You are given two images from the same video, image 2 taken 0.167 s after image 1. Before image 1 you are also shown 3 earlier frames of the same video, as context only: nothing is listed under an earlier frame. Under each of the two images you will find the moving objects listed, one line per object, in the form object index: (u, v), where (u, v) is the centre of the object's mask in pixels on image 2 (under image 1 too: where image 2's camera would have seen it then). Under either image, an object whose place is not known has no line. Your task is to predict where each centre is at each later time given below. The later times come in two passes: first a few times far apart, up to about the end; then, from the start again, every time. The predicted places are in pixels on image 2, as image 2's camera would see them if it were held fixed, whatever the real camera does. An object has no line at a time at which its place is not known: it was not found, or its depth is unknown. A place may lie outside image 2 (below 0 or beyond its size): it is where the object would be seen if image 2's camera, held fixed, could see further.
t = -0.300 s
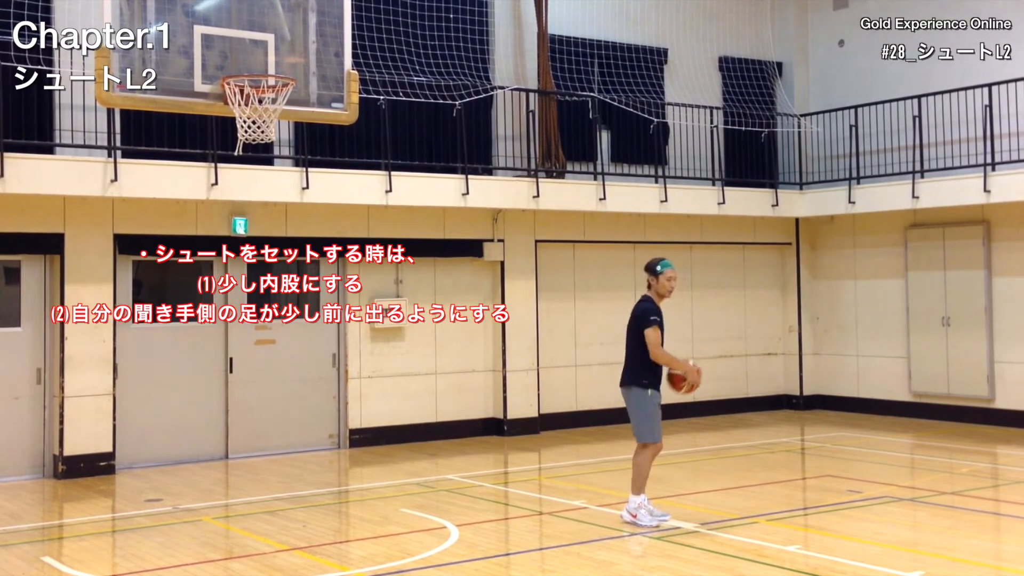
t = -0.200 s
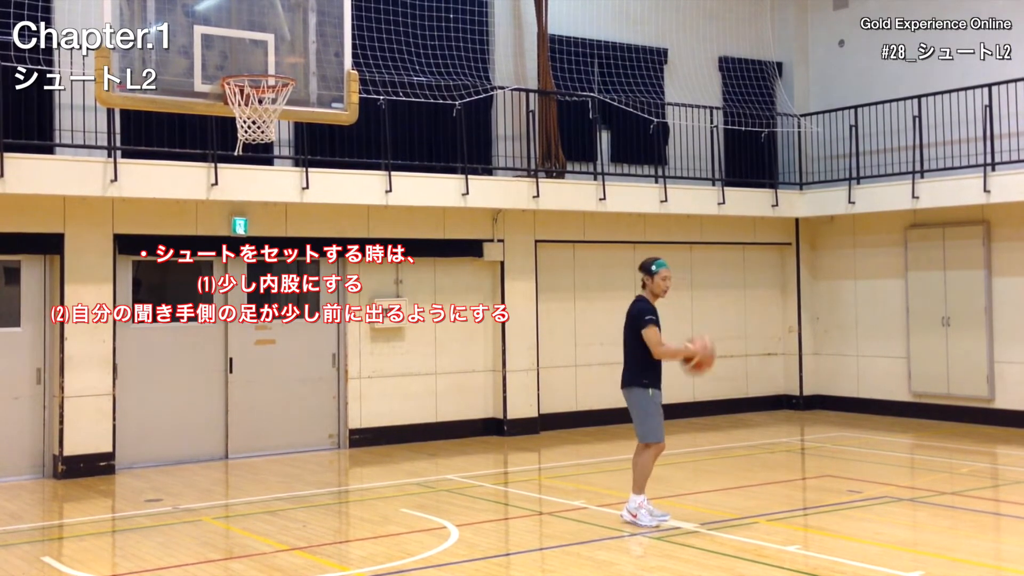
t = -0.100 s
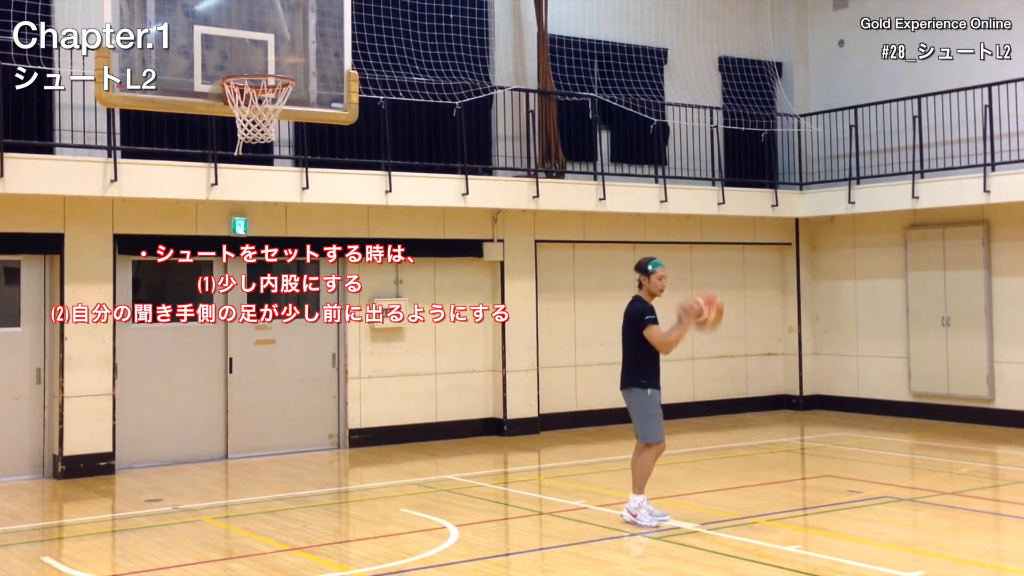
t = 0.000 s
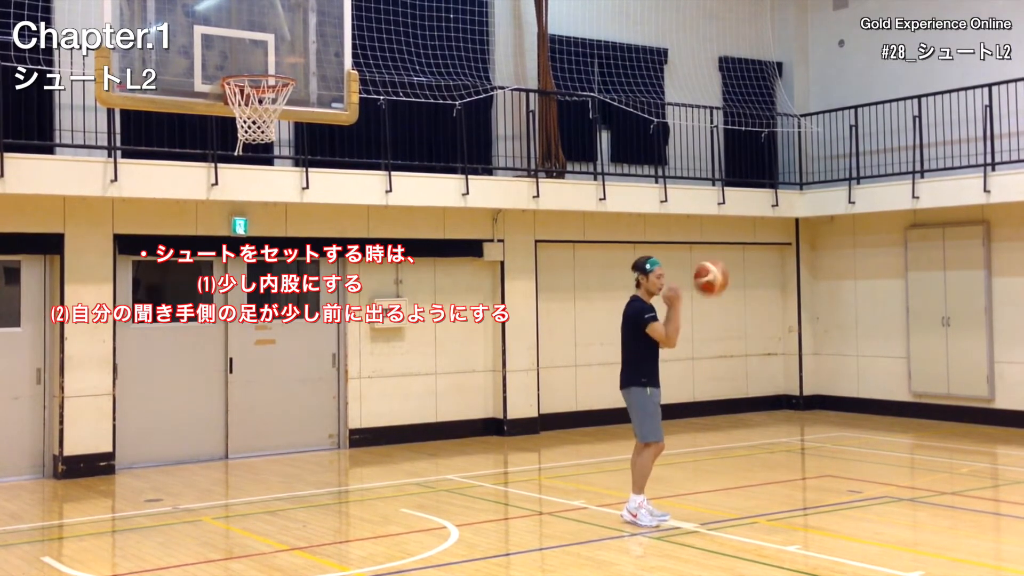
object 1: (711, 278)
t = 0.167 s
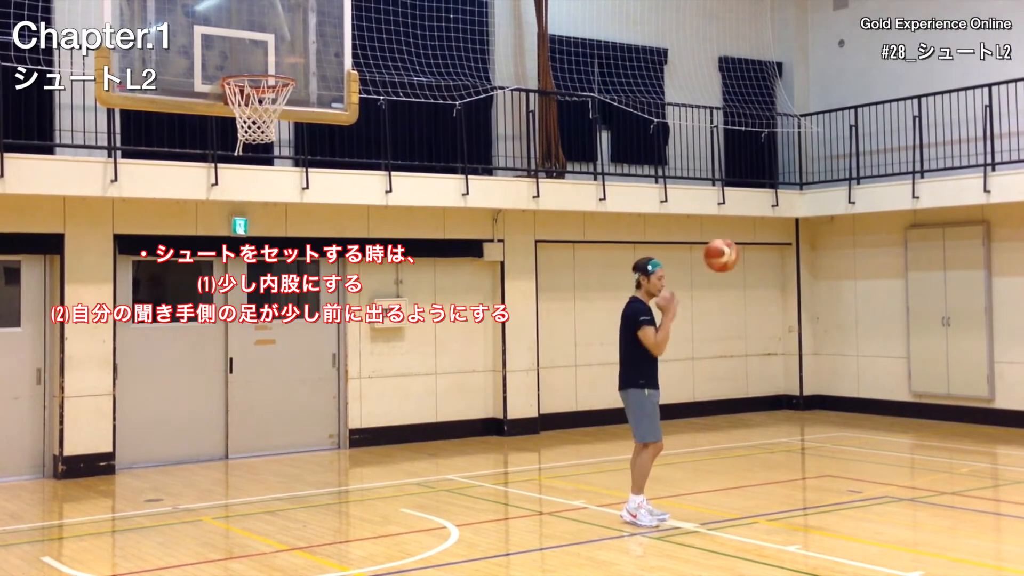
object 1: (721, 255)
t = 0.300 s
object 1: (730, 264)
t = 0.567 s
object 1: (748, 355)
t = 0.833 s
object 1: (758, 483)
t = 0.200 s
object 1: (723, 255)
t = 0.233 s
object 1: (725, 257)
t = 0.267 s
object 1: (727, 260)
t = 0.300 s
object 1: (730, 264)
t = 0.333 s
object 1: (732, 270)
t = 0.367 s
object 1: (734, 277)
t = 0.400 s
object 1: (736, 287)
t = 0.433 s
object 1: (738, 297)
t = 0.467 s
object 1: (741, 310)
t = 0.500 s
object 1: (743, 323)
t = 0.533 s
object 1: (746, 337)
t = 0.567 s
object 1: (748, 355)
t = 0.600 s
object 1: (751, 372)
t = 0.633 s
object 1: (753, 393)
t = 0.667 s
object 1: (756, 413)
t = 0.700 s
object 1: (760, 434)
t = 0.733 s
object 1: (762, 459)
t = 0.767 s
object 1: (764, 482)
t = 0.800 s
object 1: (766, 503)
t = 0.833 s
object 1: (758, 483)
